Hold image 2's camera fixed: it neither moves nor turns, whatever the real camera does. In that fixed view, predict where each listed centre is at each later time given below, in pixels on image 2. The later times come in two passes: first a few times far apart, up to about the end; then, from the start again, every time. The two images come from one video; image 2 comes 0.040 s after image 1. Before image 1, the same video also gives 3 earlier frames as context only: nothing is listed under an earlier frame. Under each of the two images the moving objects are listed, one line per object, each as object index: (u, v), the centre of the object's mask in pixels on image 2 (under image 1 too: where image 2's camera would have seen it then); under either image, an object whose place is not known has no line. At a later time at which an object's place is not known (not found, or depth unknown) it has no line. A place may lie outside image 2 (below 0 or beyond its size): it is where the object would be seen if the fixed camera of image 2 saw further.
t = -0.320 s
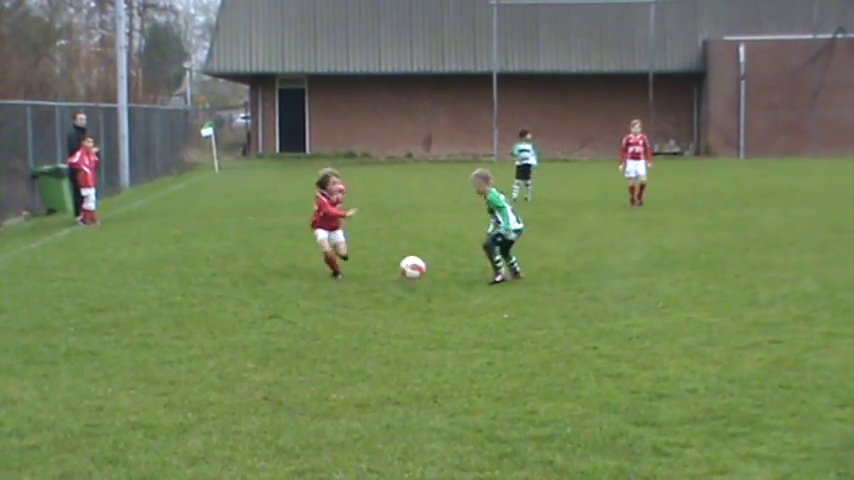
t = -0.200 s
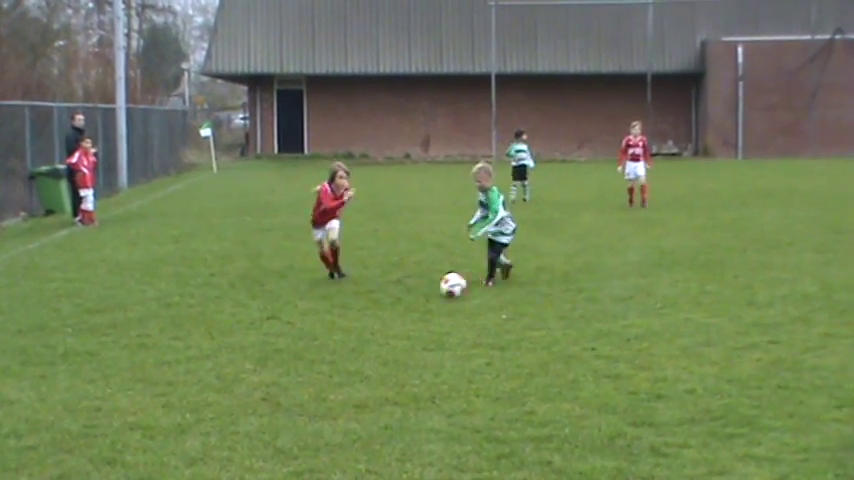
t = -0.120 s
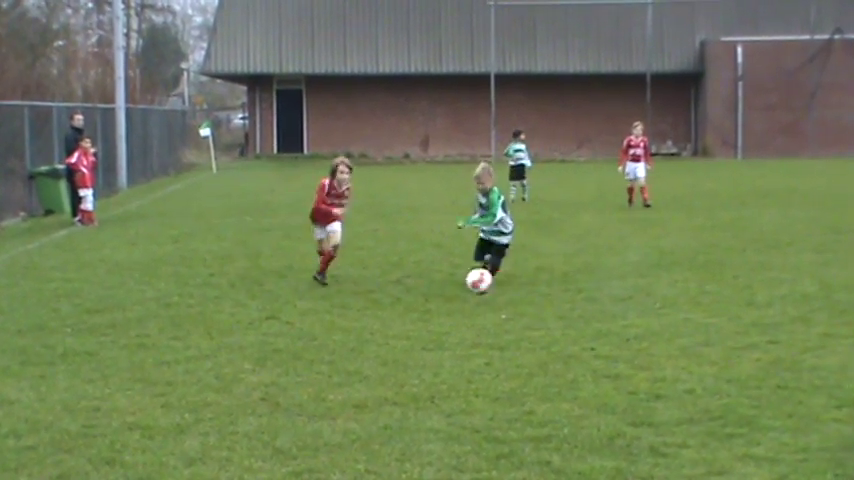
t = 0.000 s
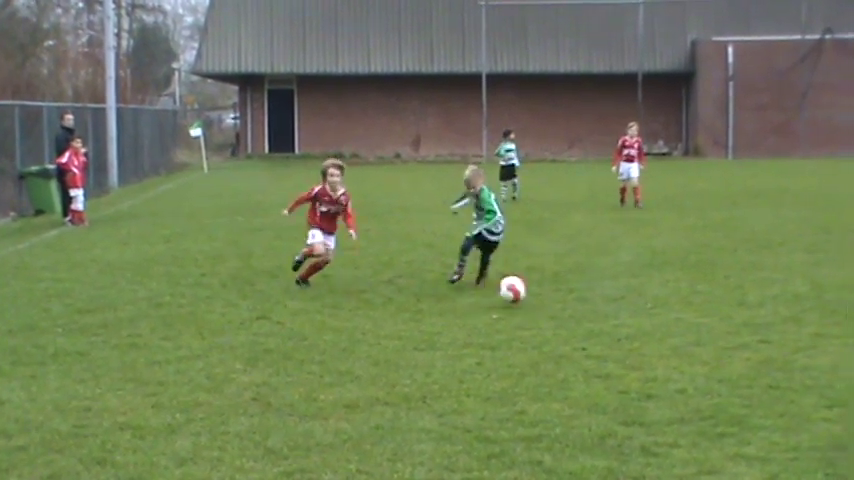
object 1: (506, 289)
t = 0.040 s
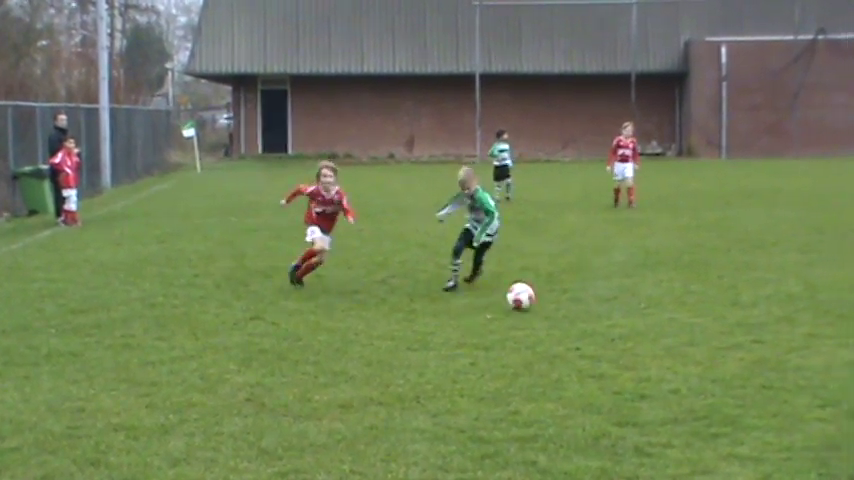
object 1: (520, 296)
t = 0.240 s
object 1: (582, 303)
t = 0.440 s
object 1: (644, 308)
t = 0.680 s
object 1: (719, 322)
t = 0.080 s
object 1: (534, 301)
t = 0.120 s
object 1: (546, 300)
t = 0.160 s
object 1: (558, 298)
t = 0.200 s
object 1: (569, 300)
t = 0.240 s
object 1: (582, 303)
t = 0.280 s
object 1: (595, 308)
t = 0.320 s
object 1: (607, 310)
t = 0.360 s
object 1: (619, 308)
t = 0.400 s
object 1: (632, 307)
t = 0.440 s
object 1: (644, 308)
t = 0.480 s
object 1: (657, 313)
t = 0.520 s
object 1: (669, 318)
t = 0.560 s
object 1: (681, 320)
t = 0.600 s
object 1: (694, 319)
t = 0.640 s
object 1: (706, 319)
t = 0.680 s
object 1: (719, 322)
